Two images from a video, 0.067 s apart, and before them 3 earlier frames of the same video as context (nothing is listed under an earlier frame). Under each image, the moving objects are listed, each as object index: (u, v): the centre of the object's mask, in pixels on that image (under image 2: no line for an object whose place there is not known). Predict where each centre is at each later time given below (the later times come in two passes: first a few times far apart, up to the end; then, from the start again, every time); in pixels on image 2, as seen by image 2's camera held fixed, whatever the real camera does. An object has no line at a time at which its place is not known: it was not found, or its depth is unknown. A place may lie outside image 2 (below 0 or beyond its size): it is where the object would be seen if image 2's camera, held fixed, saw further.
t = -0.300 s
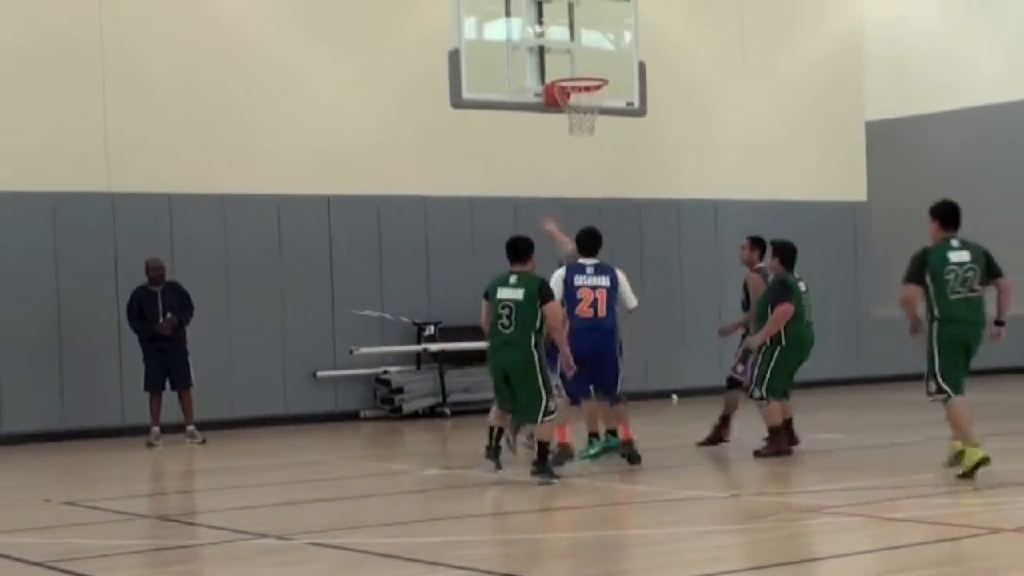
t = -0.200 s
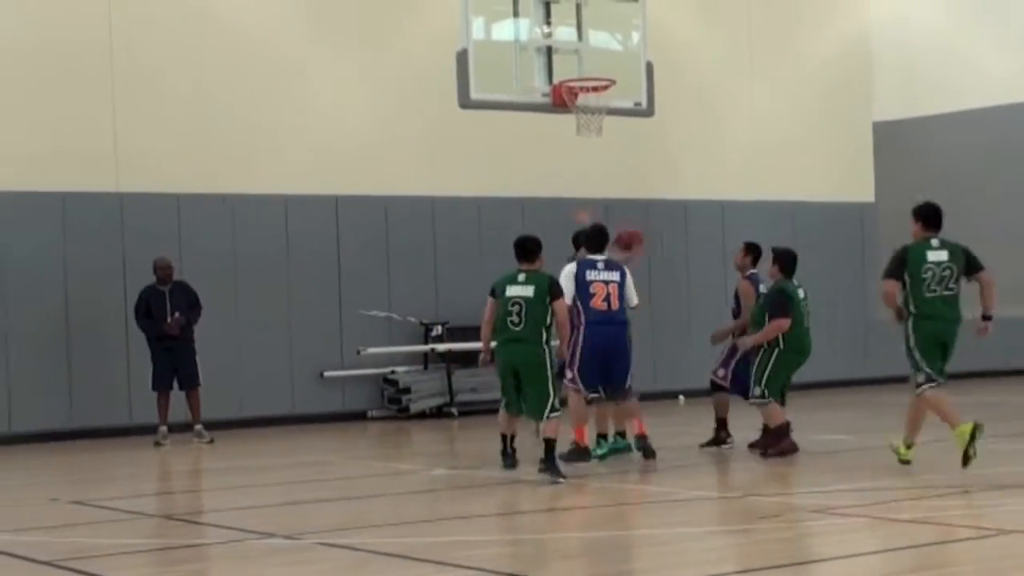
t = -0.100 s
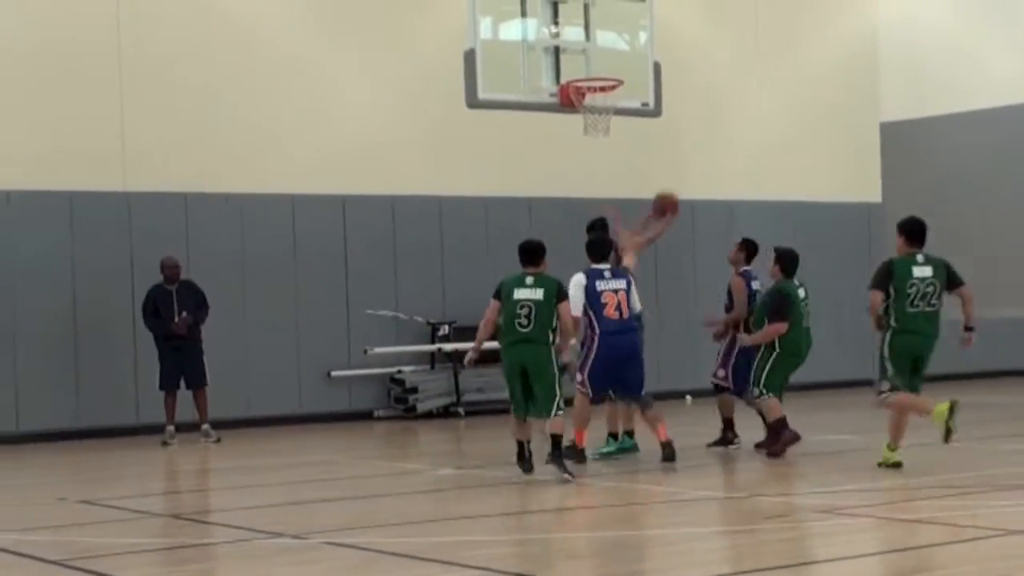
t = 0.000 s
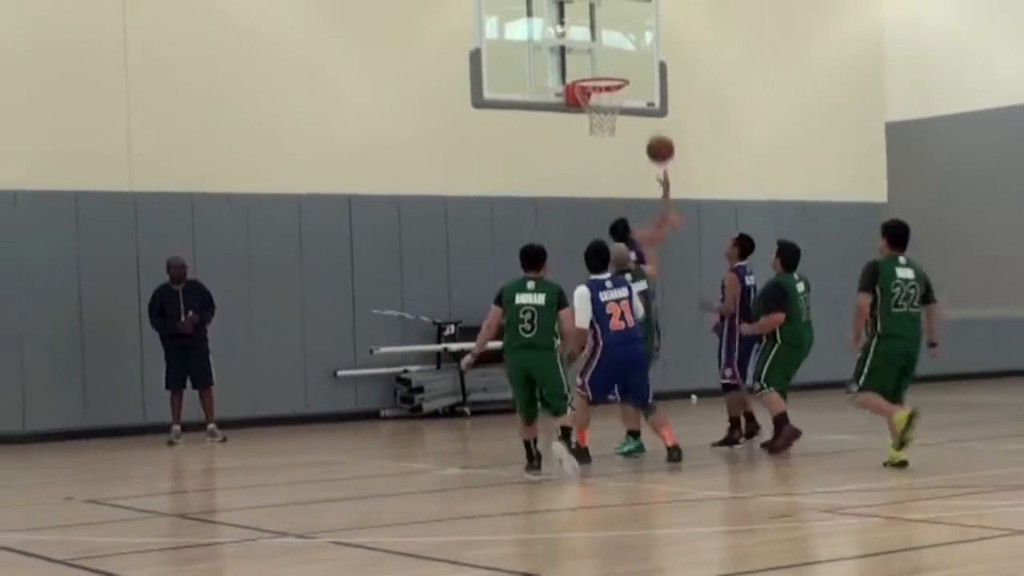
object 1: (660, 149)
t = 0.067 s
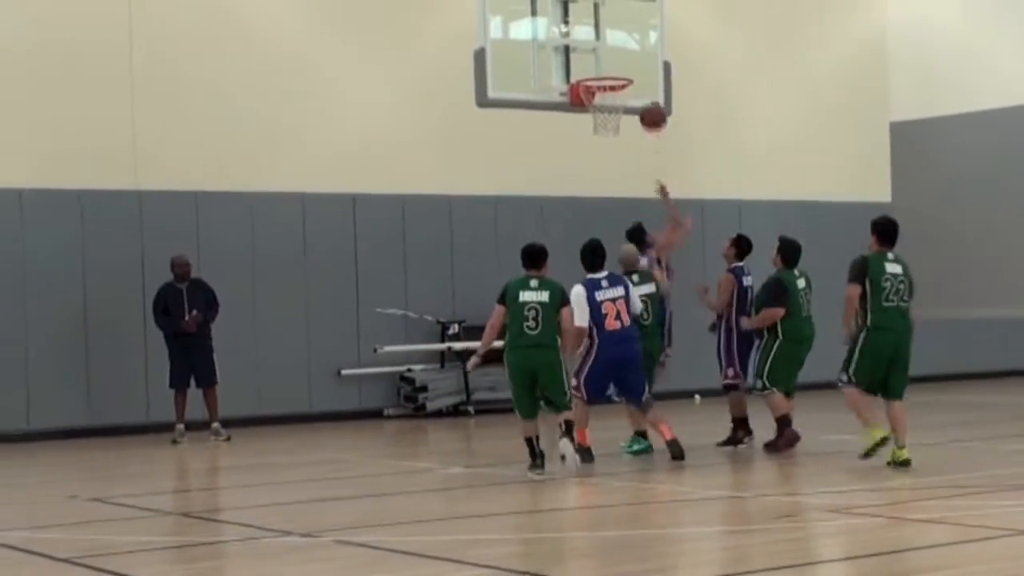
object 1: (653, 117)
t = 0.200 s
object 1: (630, 67)
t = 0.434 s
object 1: (613, 48)
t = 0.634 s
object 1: (605, 84)
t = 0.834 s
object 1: (602, 126)
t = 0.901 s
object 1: (603, 140)
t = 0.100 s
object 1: (647, 103)
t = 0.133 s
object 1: (642, 89)
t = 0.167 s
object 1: (635, 78)
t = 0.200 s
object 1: (630, 67)
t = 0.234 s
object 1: (625, 59)
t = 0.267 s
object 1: (621, 53)
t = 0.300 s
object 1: (620, 50)
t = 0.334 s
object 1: (618, 47)
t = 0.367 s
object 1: (616, 46)
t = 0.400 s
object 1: (615, 47)
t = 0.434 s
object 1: (613, 48)
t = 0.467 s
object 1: (612, 51)
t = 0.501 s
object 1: (610, 55)
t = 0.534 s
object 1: (609, 60)
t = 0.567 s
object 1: (607, 66)
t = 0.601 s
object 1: (606, 76)
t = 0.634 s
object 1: (605, 84)
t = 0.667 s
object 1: (604, 95)
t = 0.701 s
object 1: (603, 104)
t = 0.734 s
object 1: (601, 110)
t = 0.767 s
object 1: (601, 114)
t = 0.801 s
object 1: (602, 120)
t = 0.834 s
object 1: (602, 126)
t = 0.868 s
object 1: (602, 132)
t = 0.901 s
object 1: (603, 140)
